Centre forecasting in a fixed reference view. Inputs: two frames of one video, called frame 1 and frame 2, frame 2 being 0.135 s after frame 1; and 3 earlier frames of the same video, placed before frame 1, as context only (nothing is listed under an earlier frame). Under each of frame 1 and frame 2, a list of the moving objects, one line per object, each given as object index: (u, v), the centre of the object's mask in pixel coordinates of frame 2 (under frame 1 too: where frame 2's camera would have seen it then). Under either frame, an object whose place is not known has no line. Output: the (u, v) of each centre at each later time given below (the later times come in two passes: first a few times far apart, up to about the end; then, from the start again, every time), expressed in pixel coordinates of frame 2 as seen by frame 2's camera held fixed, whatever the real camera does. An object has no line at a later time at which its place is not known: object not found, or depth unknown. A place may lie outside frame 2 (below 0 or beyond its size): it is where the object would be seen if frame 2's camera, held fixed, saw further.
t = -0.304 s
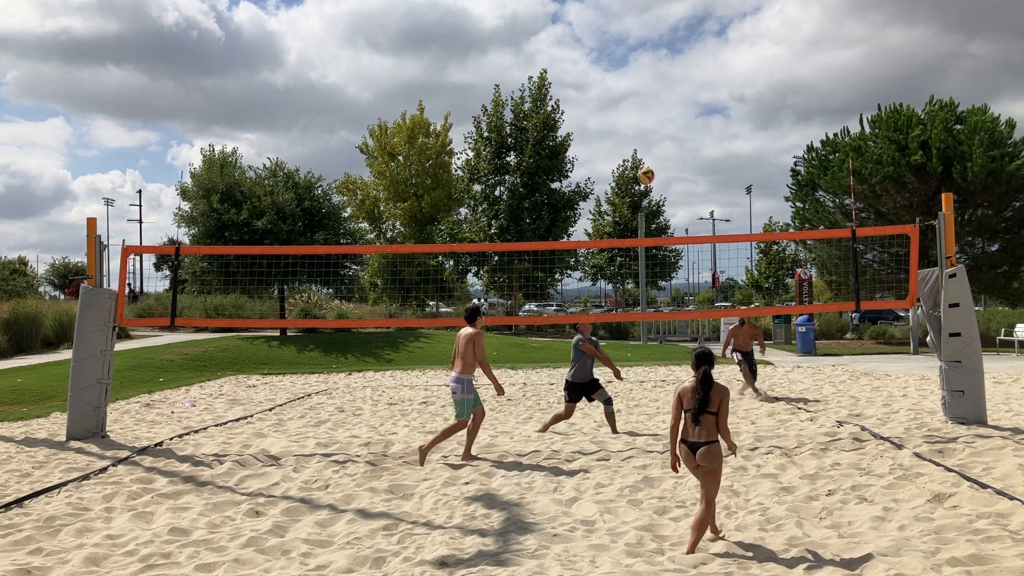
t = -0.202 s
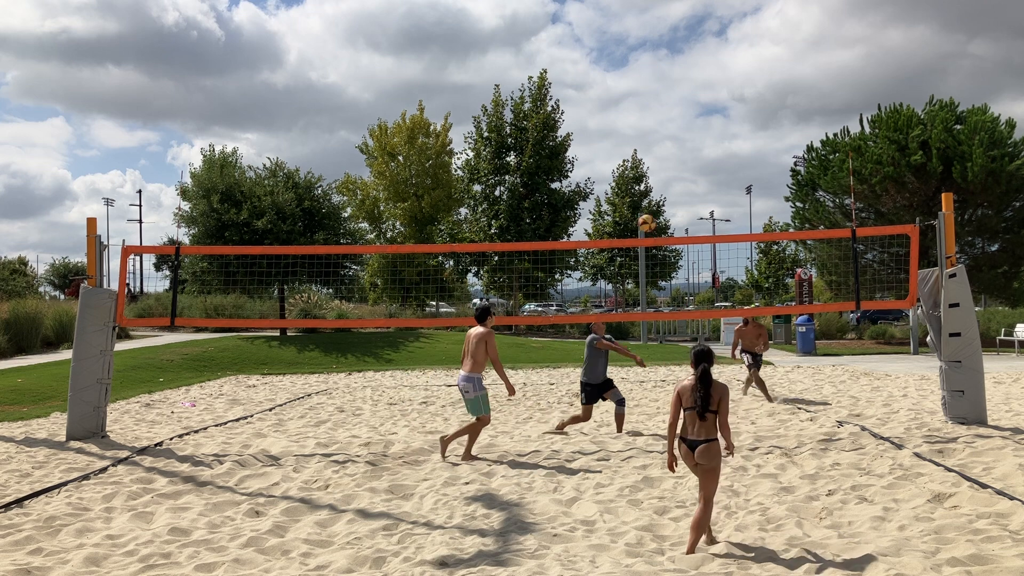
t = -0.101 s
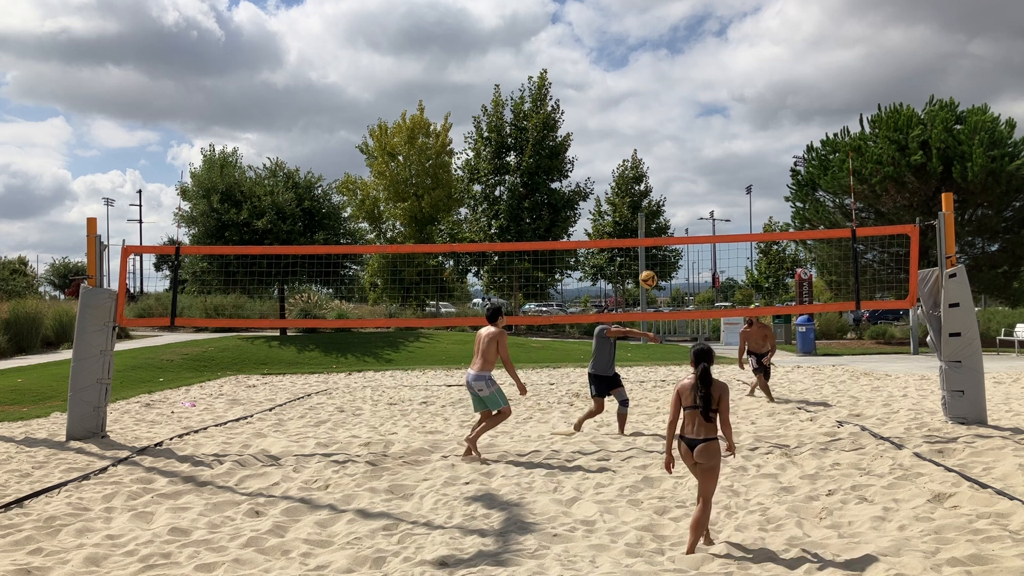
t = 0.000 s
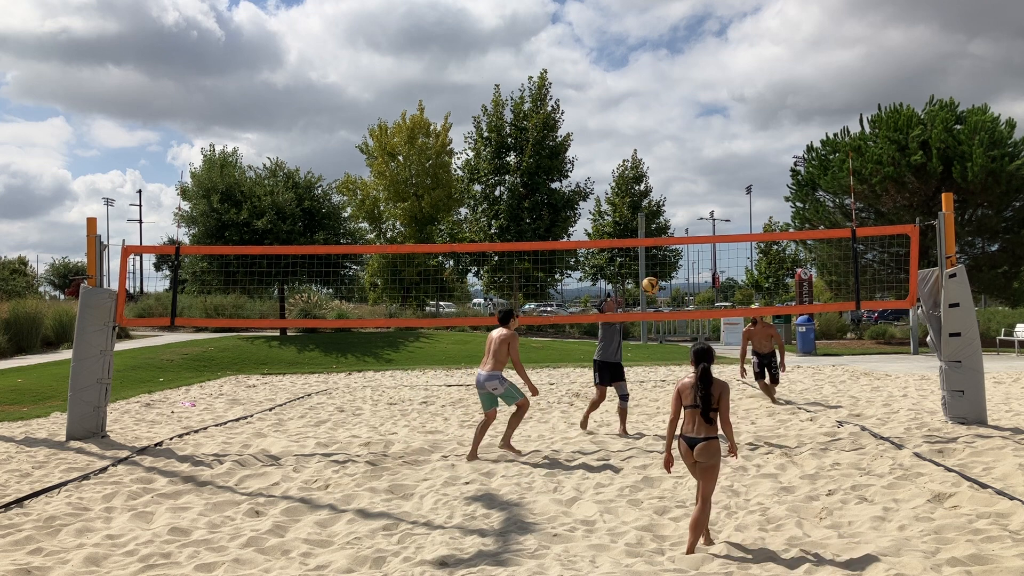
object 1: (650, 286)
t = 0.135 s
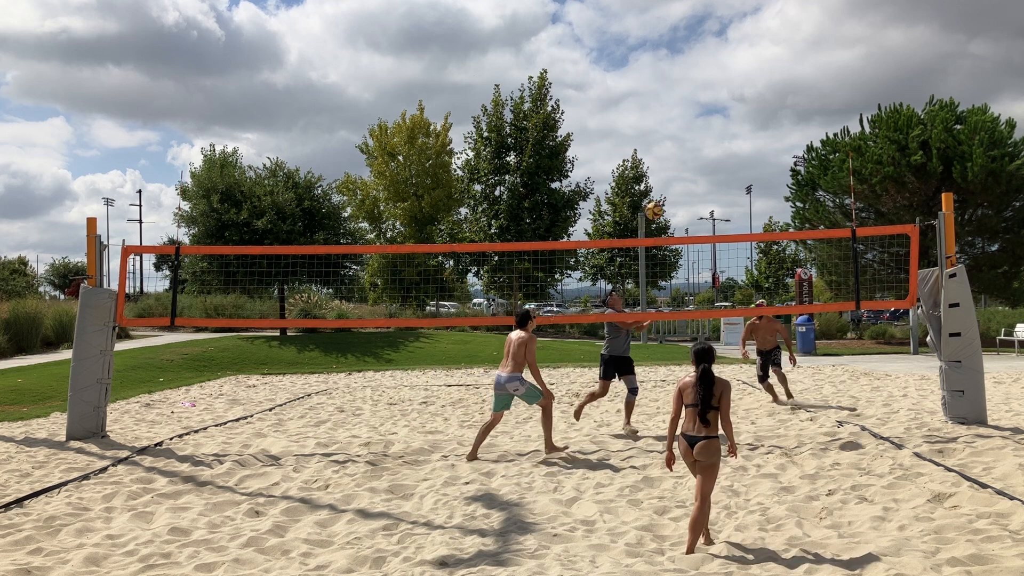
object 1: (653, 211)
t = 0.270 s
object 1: (660, 153)
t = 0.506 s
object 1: (672, 91)
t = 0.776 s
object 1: (686, 74)
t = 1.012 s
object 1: (699, 104)
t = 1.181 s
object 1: (708, 150)
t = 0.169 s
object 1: (655, 195)
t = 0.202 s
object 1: (657, 180)
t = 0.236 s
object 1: (658, 166)
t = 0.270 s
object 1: (660, 153)
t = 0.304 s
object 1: (661, 141)
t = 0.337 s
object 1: (663, 131)
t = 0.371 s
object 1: (665, 121)
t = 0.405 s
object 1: (666, 112)
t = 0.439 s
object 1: (668, 104)
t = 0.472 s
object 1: (670, 97)
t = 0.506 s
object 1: (672, 91)
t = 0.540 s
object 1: (673, 86)
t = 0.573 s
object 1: (675, 82)
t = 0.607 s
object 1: (677, 78)
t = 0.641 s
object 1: (679, 76)
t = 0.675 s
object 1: (681, 74)
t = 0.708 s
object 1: (682, 73)
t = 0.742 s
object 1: (684, 73)
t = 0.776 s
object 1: (686, 74)
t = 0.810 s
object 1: (688, 76)
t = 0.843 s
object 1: (690, 79)
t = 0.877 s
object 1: (691, 82)
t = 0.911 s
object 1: (693, 86)
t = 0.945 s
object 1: (695, 92)
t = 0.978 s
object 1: (697, 98)
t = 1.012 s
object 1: (699, 104)
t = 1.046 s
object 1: (701, 112)
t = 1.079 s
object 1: (703, 120)
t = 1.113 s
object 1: (704, 129)
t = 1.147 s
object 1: (707, 139)
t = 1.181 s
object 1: (708, 150)
